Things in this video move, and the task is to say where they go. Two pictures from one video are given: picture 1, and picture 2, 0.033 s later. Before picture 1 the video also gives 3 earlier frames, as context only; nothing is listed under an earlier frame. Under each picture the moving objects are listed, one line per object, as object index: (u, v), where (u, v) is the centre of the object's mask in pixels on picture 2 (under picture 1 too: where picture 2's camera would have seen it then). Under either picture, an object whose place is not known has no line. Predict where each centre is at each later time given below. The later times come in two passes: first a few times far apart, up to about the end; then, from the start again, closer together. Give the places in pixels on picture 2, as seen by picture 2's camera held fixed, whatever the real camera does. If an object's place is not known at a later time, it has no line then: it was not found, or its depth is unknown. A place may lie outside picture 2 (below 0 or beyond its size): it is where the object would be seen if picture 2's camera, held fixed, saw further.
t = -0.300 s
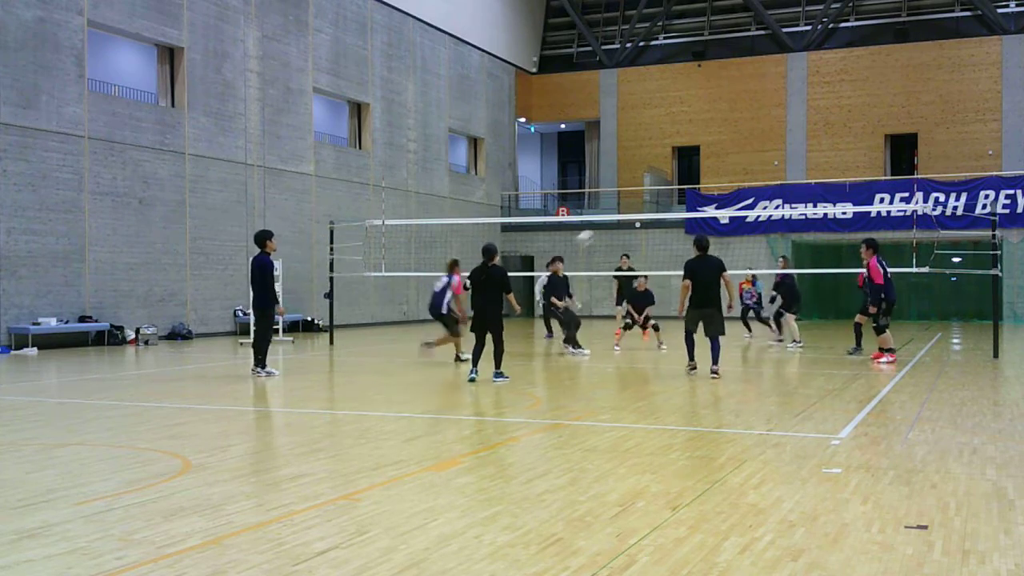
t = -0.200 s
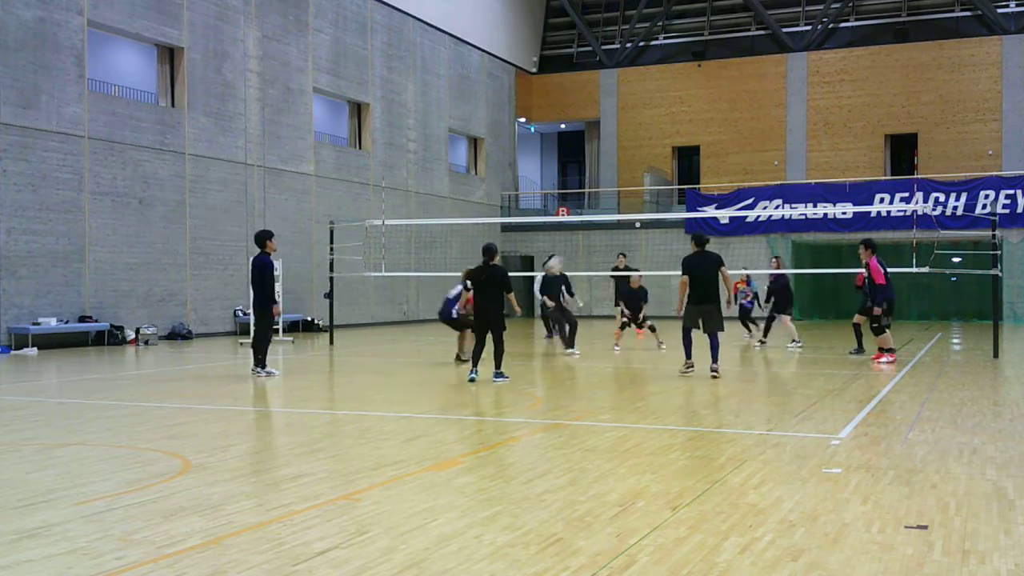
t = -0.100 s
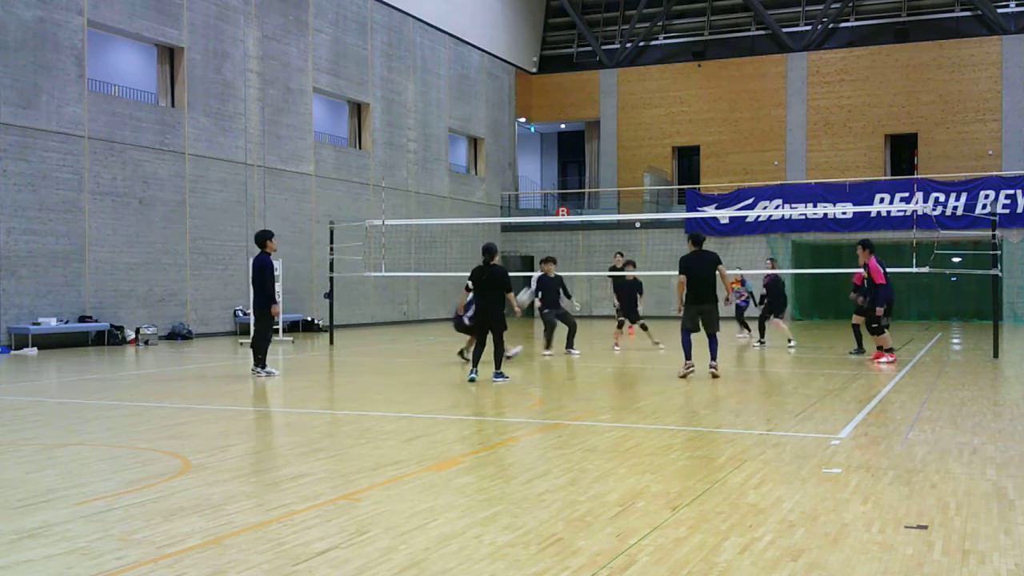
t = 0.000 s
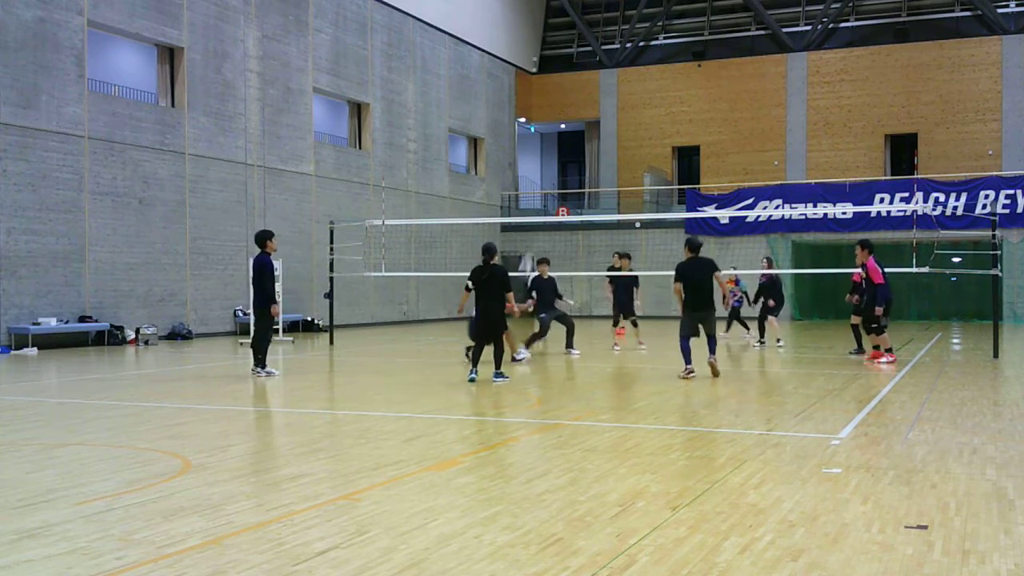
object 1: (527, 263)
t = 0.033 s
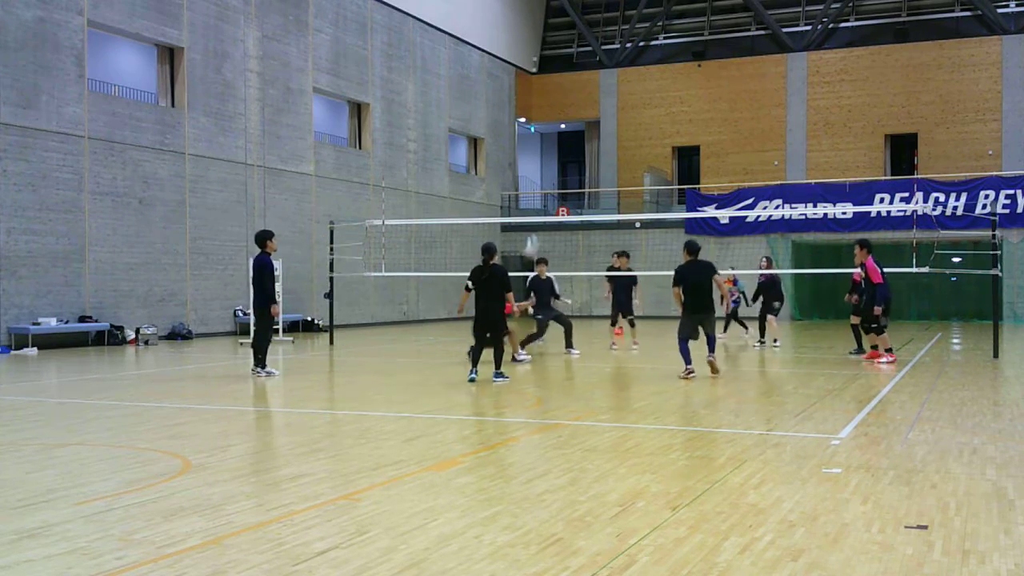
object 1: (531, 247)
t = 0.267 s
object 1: (561, 141)
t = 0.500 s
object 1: (589, 68)
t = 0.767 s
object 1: (619, 30)
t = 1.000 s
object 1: (645, 37)
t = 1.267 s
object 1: (676, 91)
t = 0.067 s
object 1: (536, 231)
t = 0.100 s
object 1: (540, 211)
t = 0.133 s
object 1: (544, 198)
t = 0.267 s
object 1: (561, 141)
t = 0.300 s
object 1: (565, 128)
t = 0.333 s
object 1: (569, 115)
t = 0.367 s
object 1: (573, 104)
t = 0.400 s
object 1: (576, 95)
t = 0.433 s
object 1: (581, 84)
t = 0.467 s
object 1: (584, 76)
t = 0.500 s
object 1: (589, 68)
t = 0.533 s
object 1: (592, 60)
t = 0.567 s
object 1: (596, 55)
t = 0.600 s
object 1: (600, 48)
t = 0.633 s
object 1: (604, 43)
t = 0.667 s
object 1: (608, 38)
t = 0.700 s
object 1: (612, 35)
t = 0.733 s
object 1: (615, 32)
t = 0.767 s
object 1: (619, 30)
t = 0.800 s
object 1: (623, 29)
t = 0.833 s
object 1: (627, 28)
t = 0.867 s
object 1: (630, 28)
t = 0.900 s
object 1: (634, 29)
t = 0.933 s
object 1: (637, 31)
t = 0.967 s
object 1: (642, 34)
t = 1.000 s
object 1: (645, 37)
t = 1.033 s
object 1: (649, 41)
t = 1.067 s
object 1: (653, 46)
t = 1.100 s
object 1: (656, 52)
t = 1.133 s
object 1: (660, 57)
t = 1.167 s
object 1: (664, 65)
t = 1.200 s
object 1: (668, 72)
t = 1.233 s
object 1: (673, 81)
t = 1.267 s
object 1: (676, 91)
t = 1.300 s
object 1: (680, 102)
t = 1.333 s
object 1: (683, 113)
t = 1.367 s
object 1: (687, 123)
